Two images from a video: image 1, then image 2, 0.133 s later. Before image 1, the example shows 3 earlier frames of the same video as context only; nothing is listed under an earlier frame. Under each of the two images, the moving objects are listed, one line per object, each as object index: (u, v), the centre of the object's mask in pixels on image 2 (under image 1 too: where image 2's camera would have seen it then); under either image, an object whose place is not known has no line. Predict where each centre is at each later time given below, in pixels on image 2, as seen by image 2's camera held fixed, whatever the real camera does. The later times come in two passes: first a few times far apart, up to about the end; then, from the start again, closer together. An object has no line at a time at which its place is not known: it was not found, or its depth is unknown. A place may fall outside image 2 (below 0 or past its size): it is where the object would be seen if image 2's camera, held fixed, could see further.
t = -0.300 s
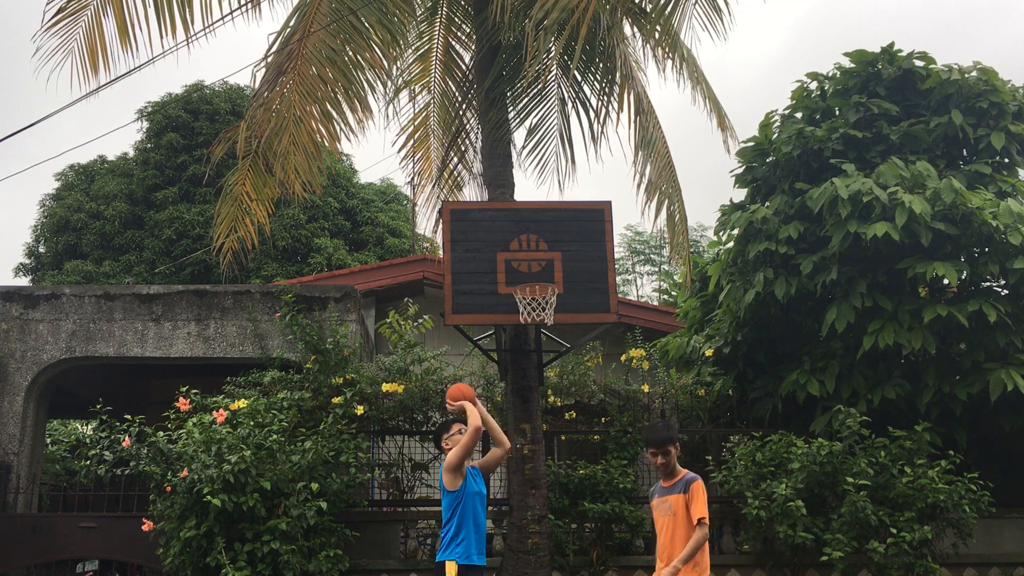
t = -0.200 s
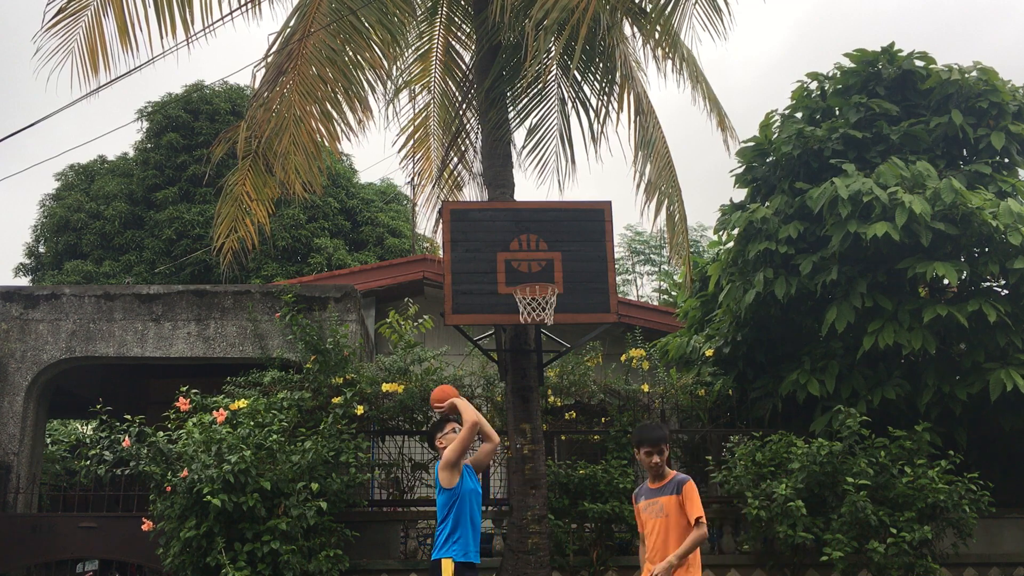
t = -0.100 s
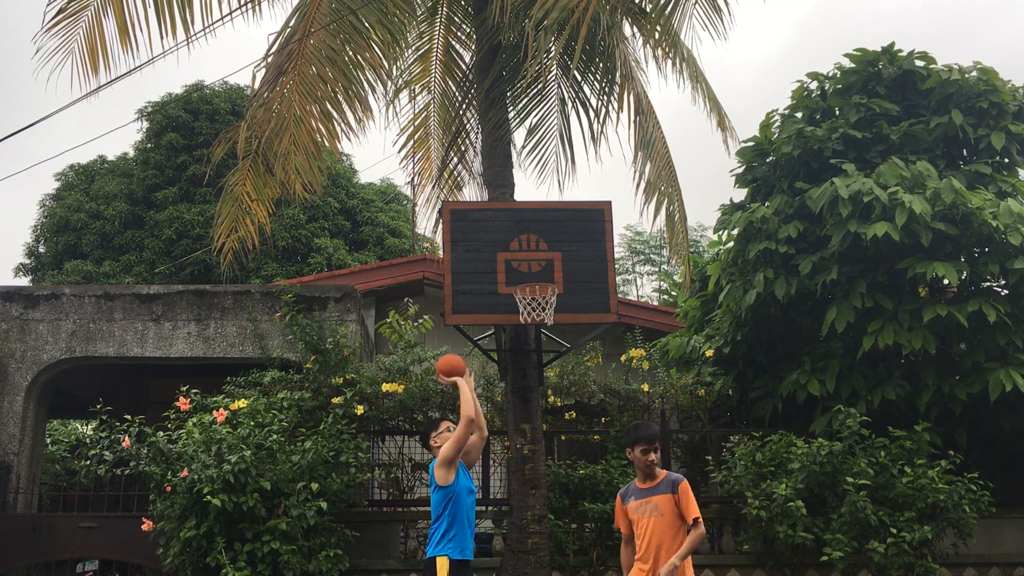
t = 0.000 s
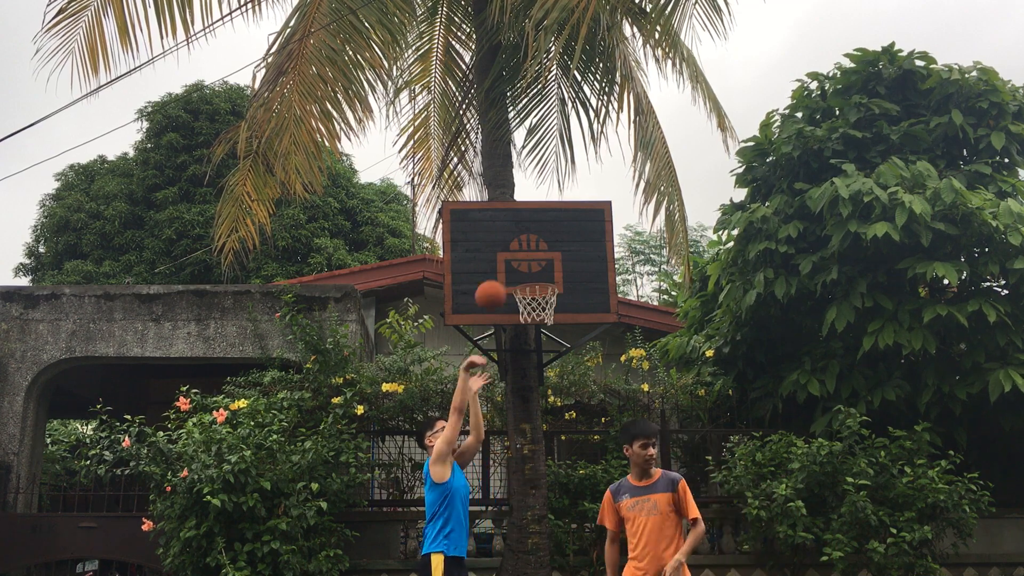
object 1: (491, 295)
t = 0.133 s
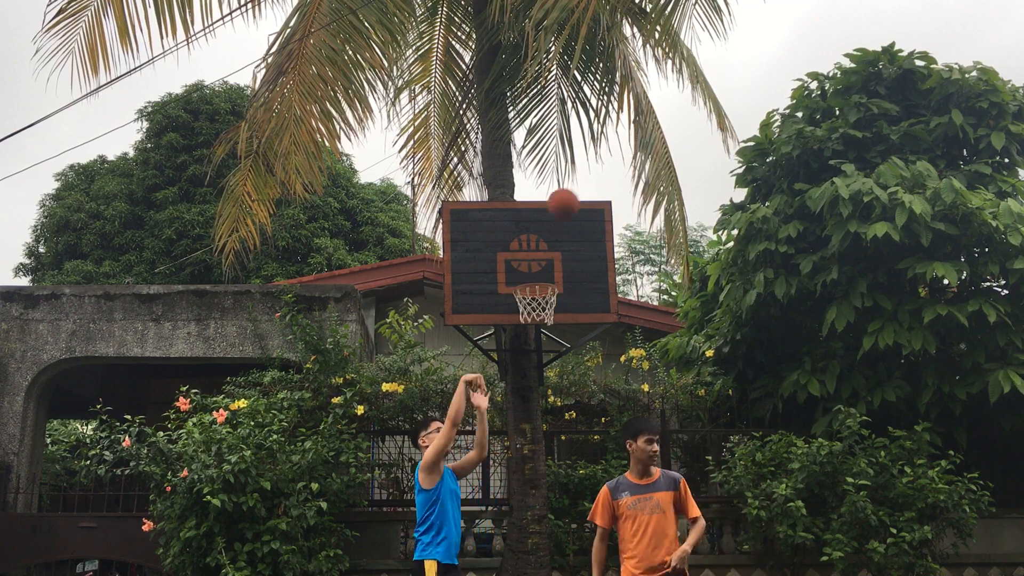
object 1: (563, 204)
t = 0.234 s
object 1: (622, 149)
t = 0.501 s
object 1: (809, 71)
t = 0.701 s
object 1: (996, 95)
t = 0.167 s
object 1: (582, 184)
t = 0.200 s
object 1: (602, 166)
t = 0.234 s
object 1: (622, 149)
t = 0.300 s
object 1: (663, 120)
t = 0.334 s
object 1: (685, 108)
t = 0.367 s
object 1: (708, 98)
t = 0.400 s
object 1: (732, 88)
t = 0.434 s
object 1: (756, 81)
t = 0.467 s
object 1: (782, 75)
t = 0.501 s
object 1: (809, 71)
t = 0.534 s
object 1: (837, 69)
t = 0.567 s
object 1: (866, 70)
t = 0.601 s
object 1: (896, 72)
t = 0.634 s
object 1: (927, 77)
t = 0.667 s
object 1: (961, 84)
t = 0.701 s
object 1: (996, 95)
